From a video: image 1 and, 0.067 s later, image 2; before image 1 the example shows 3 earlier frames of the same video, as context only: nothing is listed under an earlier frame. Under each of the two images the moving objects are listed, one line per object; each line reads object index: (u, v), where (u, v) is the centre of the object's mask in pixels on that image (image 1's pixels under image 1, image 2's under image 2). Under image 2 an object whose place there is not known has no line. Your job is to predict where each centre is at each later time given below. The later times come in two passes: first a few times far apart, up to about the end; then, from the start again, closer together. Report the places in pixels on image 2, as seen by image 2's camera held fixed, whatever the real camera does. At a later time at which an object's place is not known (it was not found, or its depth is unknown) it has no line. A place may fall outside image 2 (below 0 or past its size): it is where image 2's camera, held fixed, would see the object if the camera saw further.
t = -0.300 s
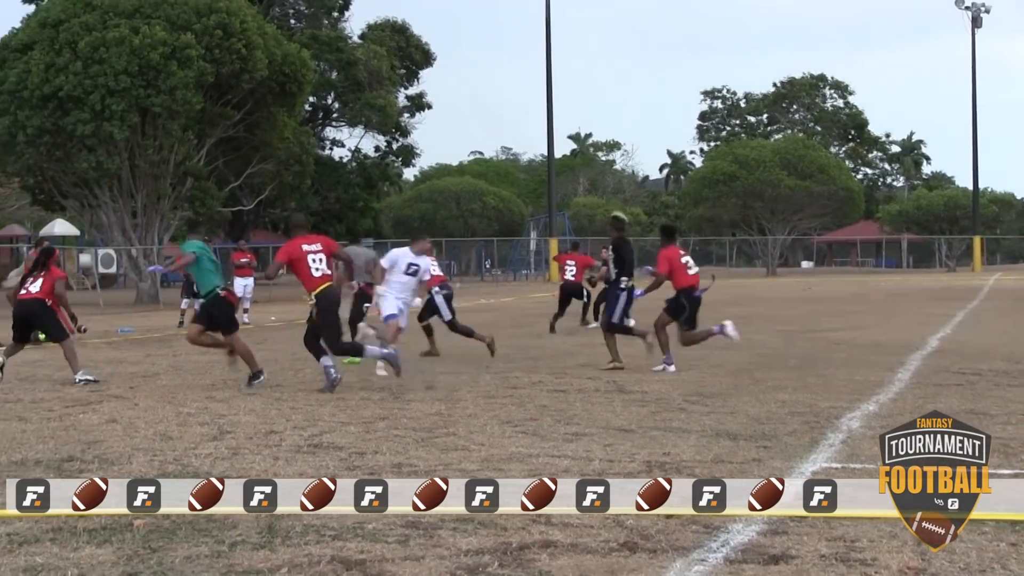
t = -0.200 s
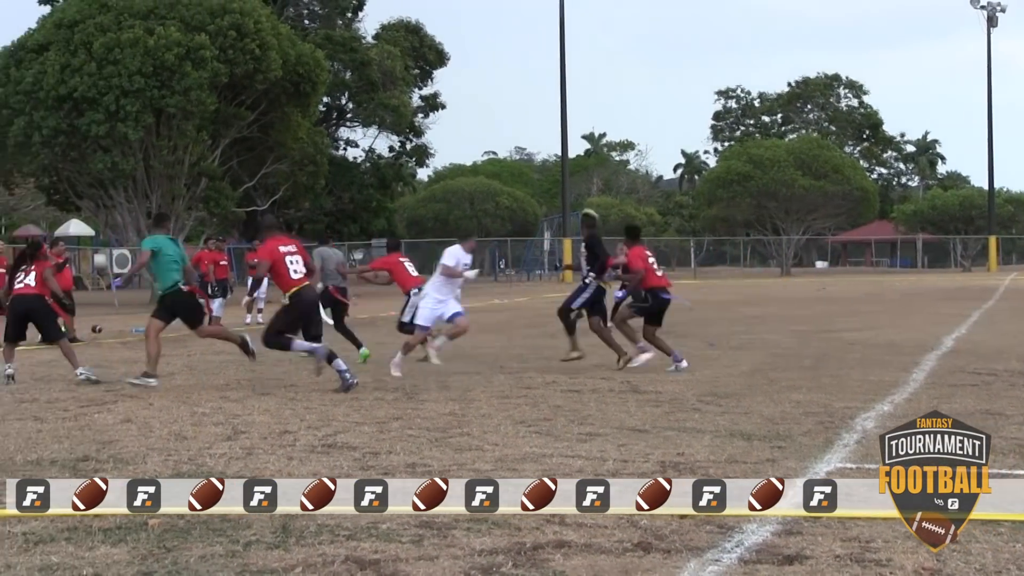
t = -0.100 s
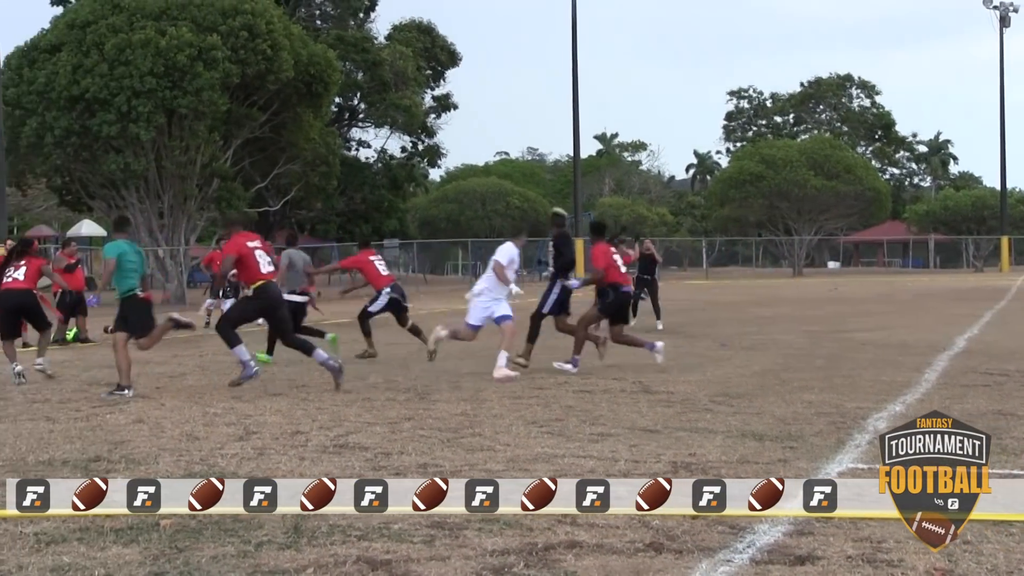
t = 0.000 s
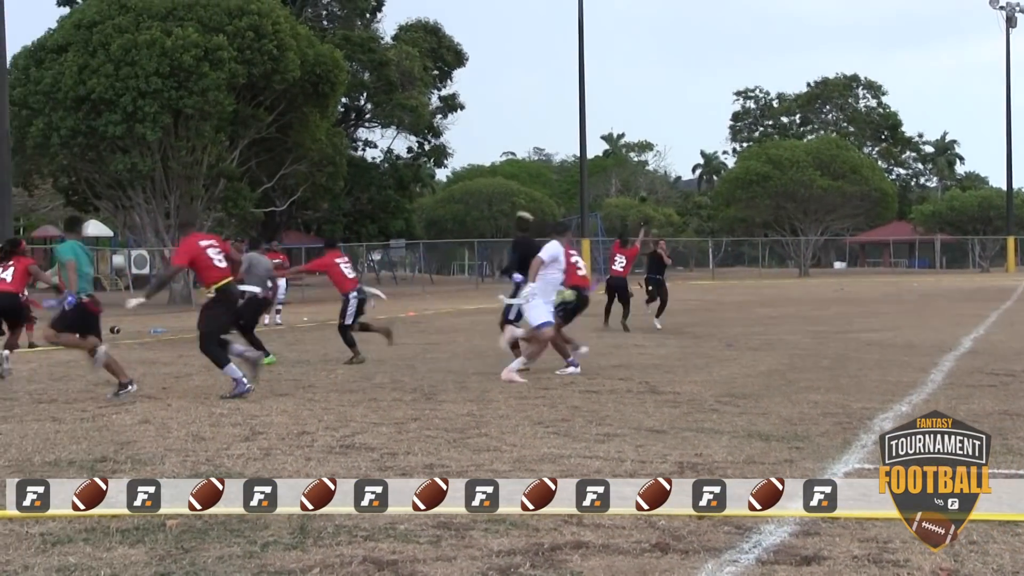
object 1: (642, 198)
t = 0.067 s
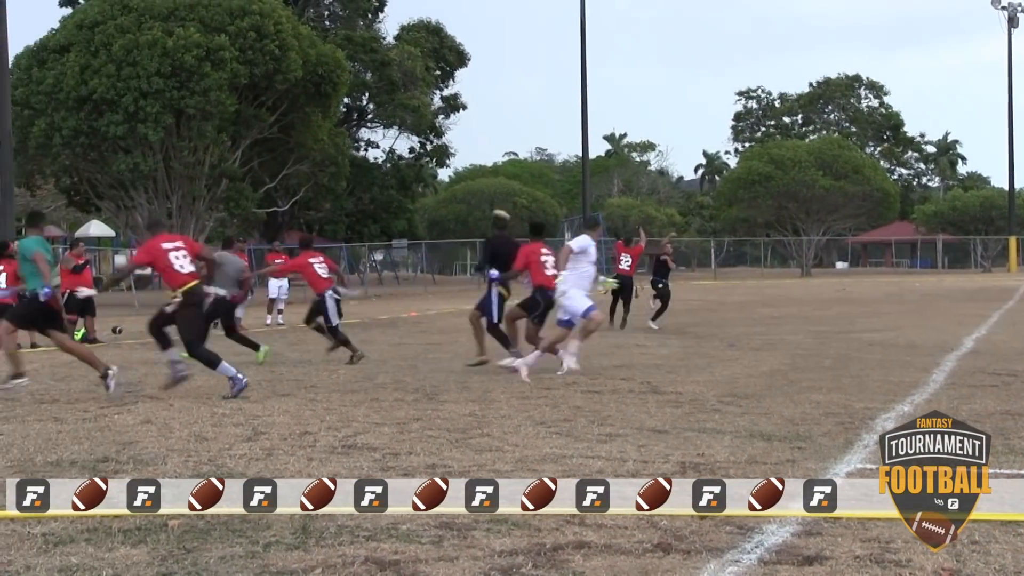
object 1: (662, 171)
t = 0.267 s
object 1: (719, 103)
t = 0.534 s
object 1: (811, 29)
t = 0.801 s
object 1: (946, -5)
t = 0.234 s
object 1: (709, 113)
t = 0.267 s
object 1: (719, 103)
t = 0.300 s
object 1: (729, 93)
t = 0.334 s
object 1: (739, 83)
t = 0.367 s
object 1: (750, 75)
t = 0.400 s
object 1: (761, 64)
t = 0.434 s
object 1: (772, 54)
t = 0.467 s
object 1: (784, 46)
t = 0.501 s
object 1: (798, 38)
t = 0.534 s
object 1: (811, 29)
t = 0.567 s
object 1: (826, 22)
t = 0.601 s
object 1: (841, 16)
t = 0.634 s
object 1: (856, 10)
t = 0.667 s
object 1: (873, 5)
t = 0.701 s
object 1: (890, 1)
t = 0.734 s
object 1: (908, -2)
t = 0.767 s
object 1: (926, -3)
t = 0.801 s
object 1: (946, -5)
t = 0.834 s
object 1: (966, -6)
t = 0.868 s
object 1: (987, -4)
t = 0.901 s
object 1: (1010, -2)
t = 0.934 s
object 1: (1035, 1)
